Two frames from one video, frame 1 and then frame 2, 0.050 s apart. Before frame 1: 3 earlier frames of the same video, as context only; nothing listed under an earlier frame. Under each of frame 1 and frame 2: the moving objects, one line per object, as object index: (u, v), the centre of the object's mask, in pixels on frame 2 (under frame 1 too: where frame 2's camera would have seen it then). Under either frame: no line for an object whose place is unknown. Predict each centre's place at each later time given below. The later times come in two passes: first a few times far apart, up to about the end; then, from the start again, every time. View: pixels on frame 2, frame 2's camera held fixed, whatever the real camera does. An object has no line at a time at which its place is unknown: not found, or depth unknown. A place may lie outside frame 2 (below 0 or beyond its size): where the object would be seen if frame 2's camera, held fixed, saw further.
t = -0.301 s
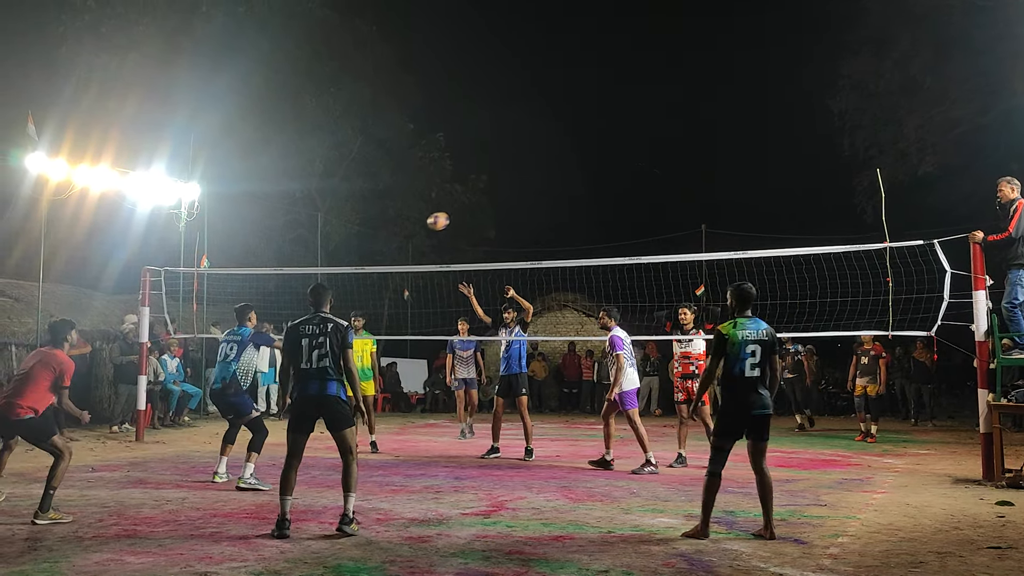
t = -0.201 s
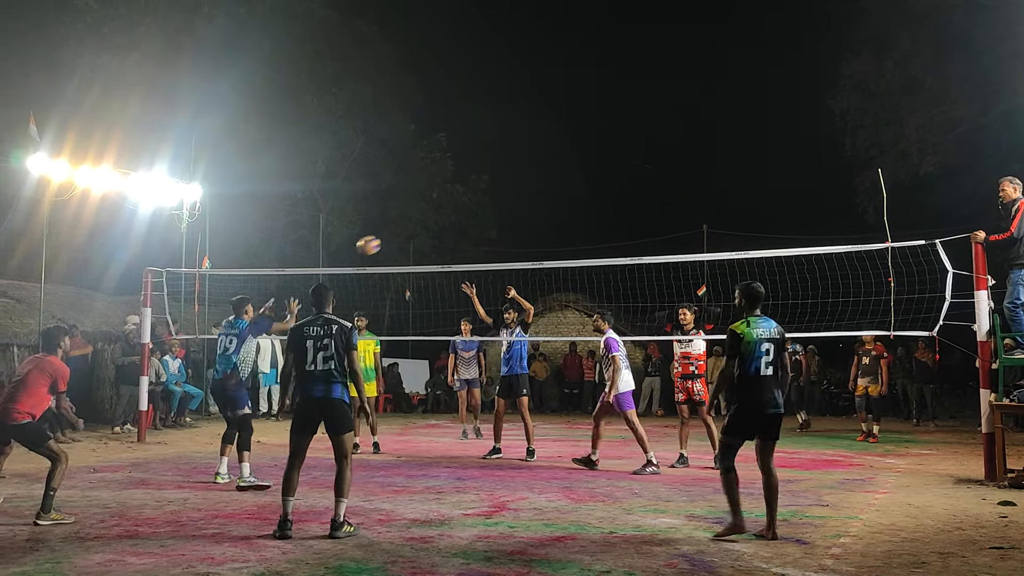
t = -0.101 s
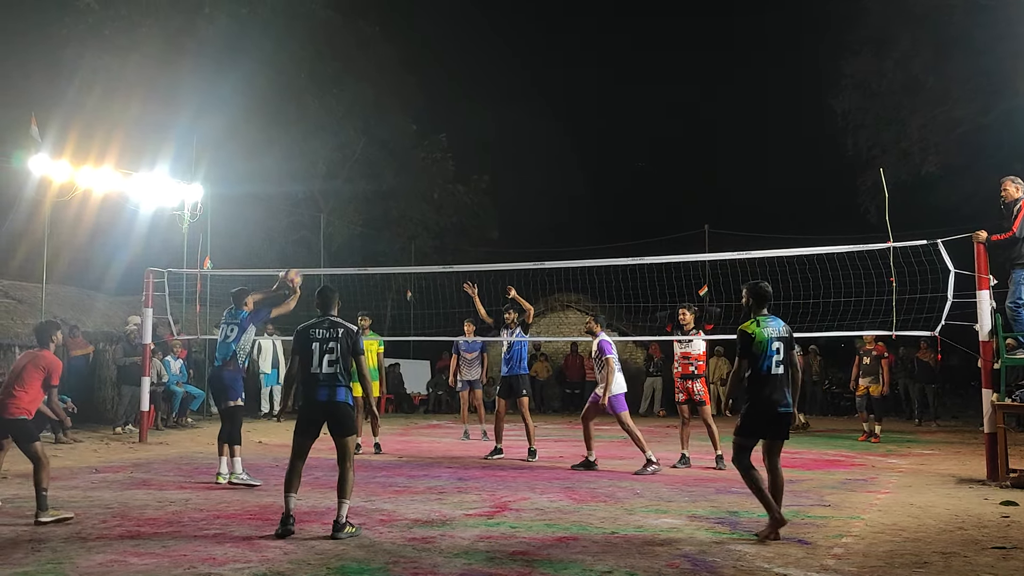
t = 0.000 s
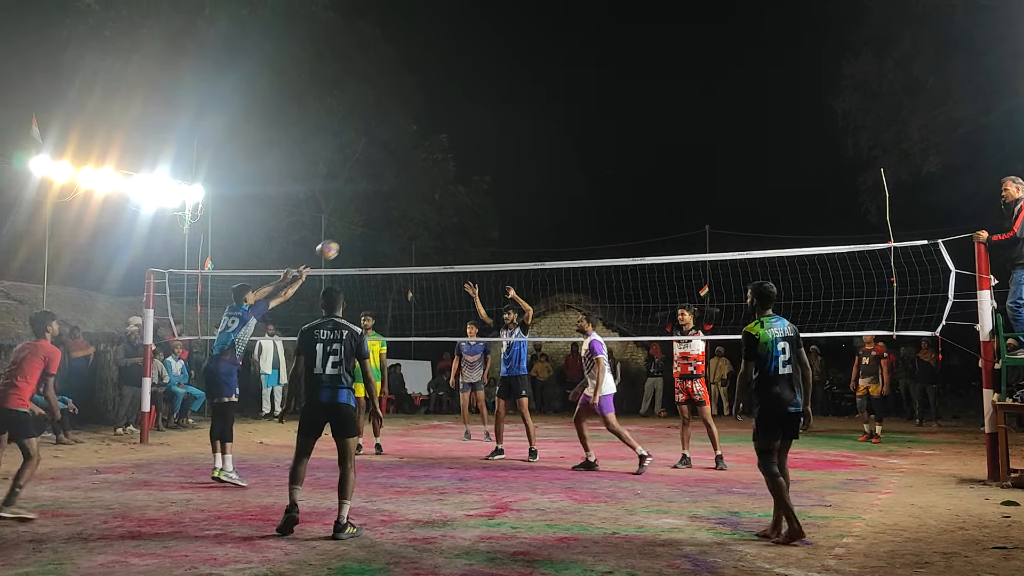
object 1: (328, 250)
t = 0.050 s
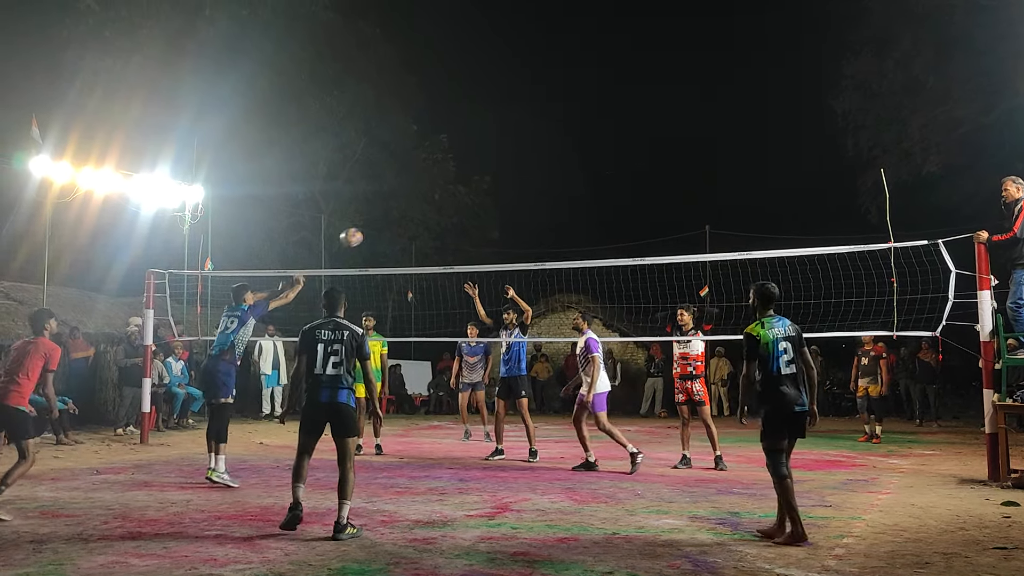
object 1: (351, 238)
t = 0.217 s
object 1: (422, 214)
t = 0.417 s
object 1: (493, 218)
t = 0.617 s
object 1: (553, 249)
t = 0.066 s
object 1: (359, 234)
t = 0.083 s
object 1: (366, 231)
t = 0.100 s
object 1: (374, 228)
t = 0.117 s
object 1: (381, 225)
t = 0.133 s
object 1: (388, 222)
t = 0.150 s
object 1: (395, 220)
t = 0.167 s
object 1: (402, 218)
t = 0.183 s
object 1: (408, 216)
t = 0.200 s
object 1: (415, 215)
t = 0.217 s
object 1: (422, 214)
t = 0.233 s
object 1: (428, 213)
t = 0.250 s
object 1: (434, 212)
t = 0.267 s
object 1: (441, 212)
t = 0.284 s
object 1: (447, 211)
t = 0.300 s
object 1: (453, 211)
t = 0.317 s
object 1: (459, 212)
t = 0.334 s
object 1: (465, 212)
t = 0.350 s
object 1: (471, 213)
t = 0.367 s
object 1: (476, 214)
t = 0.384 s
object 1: (482, 215)
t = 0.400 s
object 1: (488, 216)
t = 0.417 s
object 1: (493, 218)
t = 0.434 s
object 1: (498, 219)
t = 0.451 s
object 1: (504, 221)
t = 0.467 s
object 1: (509, 223)
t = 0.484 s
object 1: (514, 225)
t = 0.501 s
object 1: (519, 228)
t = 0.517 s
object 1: (524, 231)
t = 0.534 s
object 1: (529, 233)
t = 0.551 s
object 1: (534, 236)
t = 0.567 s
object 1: (539, 239)
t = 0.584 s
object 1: (543, 242)
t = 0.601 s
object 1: (548, 246)
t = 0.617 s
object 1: (553, 249)
